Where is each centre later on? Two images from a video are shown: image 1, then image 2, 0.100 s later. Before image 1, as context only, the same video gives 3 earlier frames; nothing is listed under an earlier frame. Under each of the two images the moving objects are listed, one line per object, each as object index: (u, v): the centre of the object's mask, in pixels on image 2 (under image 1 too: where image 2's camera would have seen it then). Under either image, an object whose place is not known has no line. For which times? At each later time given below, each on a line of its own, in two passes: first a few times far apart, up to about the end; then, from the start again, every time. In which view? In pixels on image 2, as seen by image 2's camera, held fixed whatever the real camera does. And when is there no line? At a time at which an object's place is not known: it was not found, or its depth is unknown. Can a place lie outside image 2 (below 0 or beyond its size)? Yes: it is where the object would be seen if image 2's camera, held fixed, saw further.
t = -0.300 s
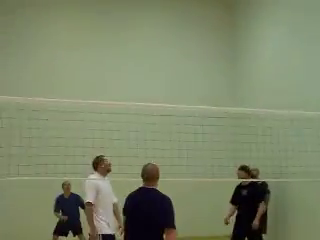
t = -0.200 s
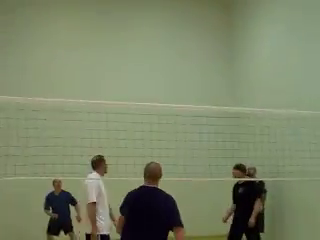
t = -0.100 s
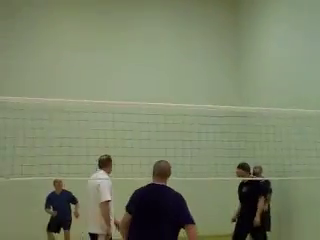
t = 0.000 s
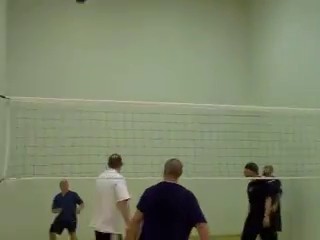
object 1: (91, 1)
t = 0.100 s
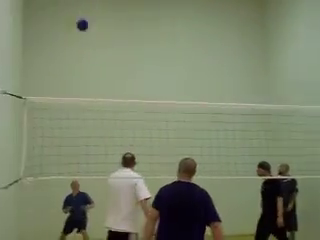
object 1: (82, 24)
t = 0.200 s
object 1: (72, 55)
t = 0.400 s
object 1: (54, 123)
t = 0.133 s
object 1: (79, 35)
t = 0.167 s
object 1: (75, 45)
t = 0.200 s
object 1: (72, 55)
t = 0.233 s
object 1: (68, 66)
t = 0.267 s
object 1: (65, 77)
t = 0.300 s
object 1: (62, 88)
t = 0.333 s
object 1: (59, 96)
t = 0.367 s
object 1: (56, 111)
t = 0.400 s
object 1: (54, 123)
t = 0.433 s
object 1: (51, 134)
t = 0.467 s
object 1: (49, 147)
